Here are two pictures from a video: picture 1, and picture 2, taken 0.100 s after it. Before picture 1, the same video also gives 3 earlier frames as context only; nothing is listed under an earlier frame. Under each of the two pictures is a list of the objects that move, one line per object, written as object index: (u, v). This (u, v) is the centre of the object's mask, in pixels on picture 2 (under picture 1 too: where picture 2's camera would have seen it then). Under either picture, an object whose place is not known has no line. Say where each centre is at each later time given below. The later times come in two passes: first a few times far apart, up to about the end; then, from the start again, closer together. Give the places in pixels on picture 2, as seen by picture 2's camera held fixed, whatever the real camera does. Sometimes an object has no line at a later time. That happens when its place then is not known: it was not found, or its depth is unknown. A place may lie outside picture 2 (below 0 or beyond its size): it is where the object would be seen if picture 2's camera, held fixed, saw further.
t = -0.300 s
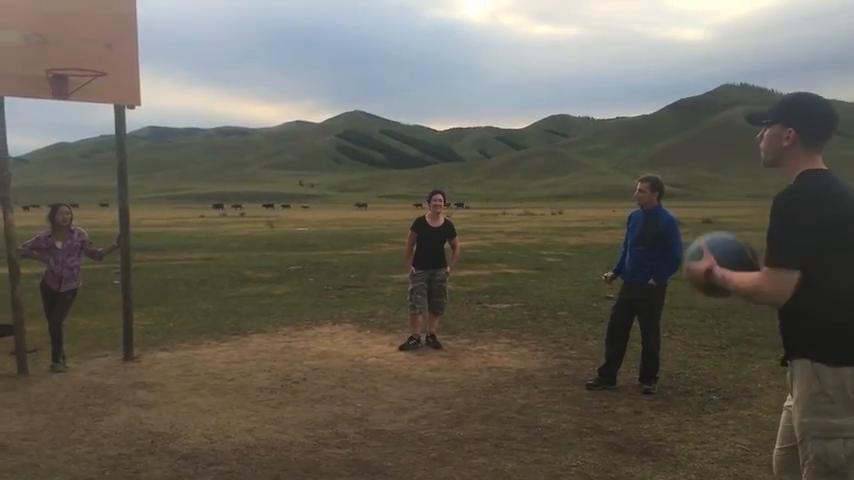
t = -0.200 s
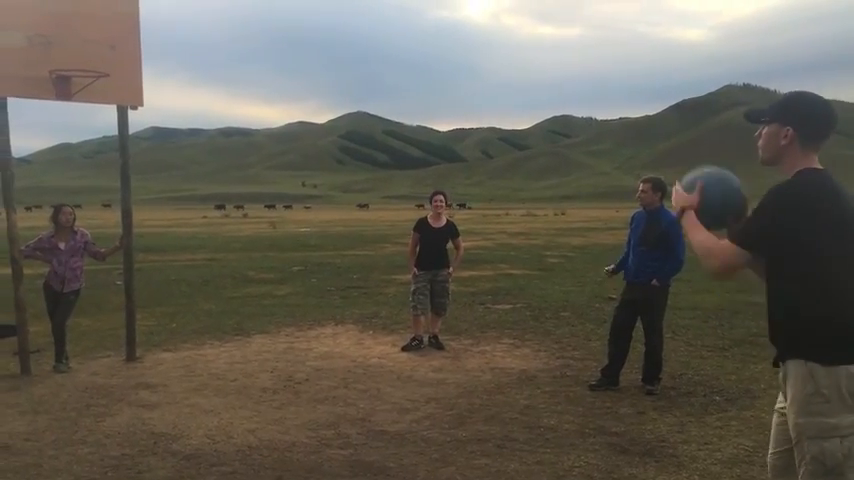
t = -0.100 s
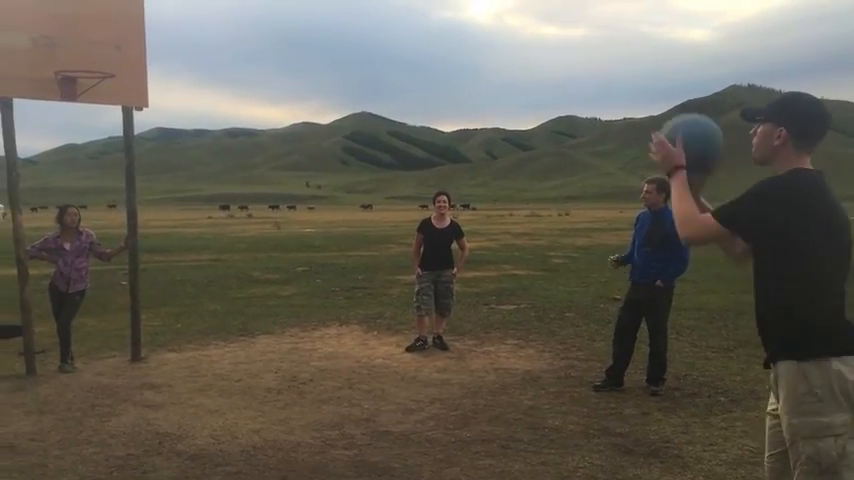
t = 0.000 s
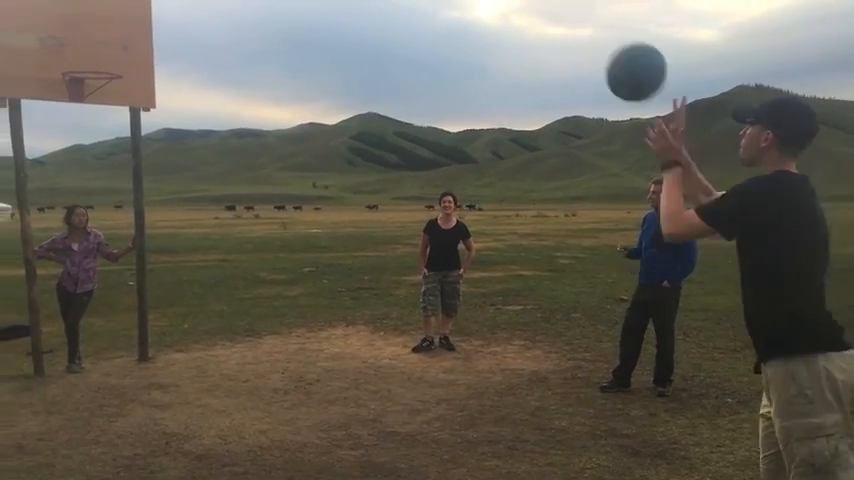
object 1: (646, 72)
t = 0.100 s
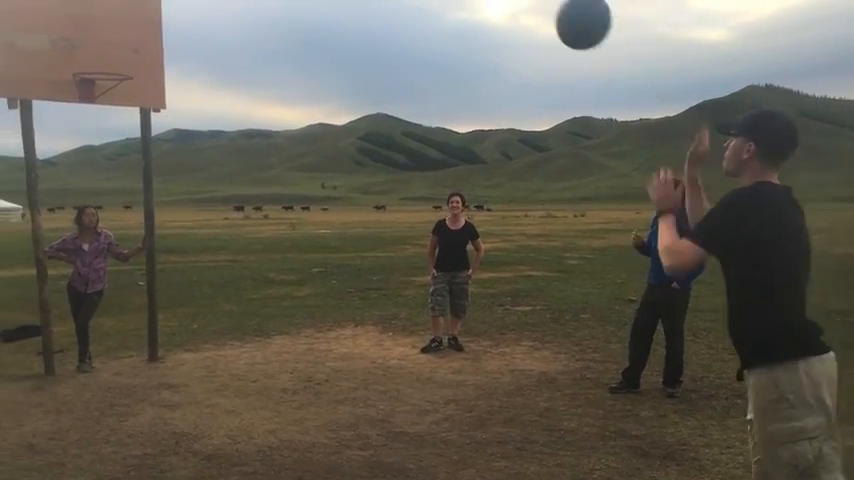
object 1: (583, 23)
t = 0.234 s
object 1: (510, 9)
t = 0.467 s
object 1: (408, 40)
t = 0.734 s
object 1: (321, 191)
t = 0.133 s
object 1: (563, 17)
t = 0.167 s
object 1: (545, 13)
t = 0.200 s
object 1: (527, 10)
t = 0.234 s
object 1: (510, 9)
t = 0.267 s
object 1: (494, 9)
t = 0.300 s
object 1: (478, 9)
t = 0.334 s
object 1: (462, 11)
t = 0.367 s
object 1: (448, 14)
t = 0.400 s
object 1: (434, 18)
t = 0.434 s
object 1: (421, 28)
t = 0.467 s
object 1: (408, 40)
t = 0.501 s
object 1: (395, 54)
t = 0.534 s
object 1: (383, 70)
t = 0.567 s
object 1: (371, 87)
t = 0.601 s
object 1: (363, 106)
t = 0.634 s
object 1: (348, 125)
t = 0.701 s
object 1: (331, 168)
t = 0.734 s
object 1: (321, 191)
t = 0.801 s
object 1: (302, 241)
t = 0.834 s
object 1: (292, 267)
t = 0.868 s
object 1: (282, 294)
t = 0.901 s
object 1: (273, 322)
